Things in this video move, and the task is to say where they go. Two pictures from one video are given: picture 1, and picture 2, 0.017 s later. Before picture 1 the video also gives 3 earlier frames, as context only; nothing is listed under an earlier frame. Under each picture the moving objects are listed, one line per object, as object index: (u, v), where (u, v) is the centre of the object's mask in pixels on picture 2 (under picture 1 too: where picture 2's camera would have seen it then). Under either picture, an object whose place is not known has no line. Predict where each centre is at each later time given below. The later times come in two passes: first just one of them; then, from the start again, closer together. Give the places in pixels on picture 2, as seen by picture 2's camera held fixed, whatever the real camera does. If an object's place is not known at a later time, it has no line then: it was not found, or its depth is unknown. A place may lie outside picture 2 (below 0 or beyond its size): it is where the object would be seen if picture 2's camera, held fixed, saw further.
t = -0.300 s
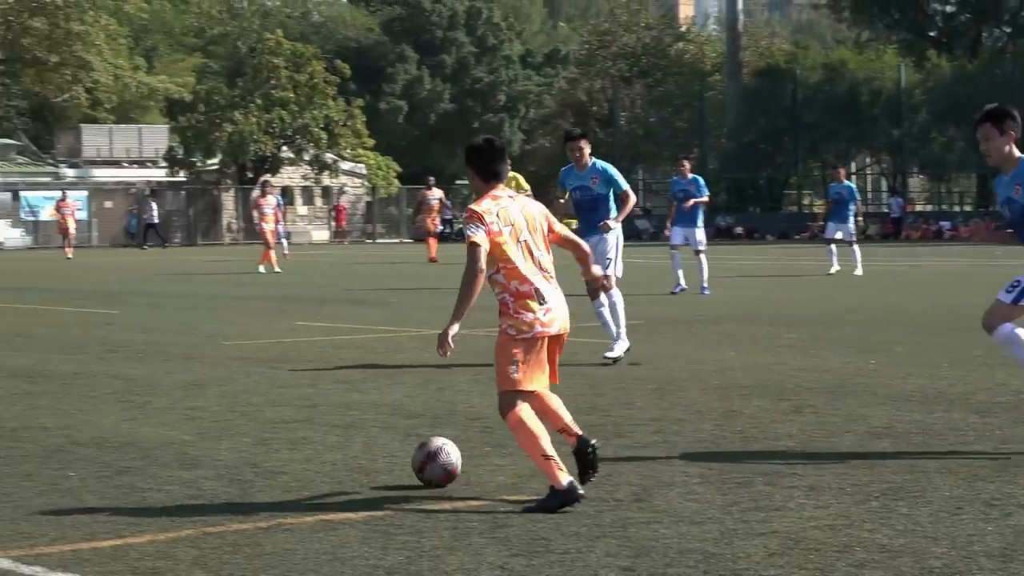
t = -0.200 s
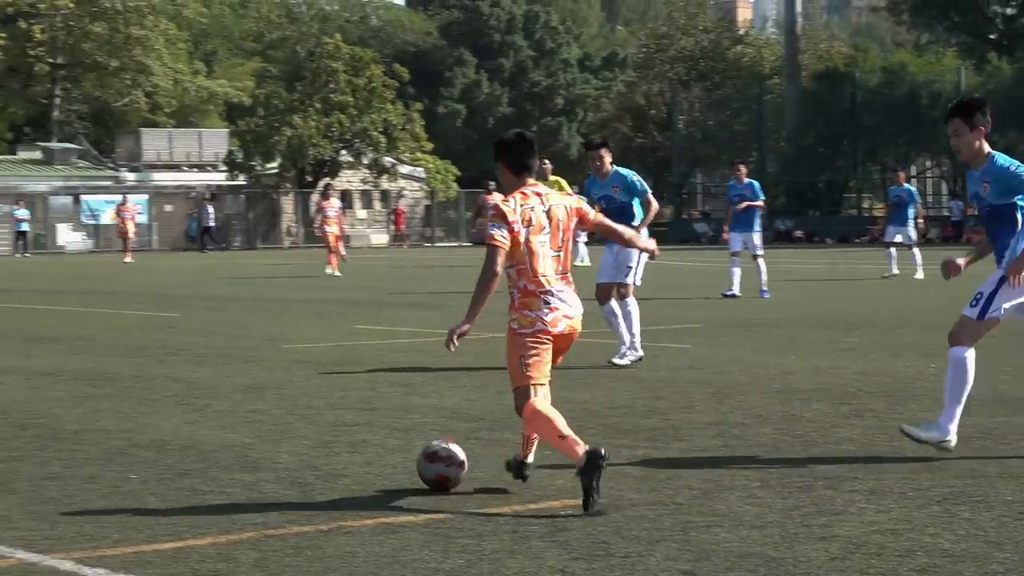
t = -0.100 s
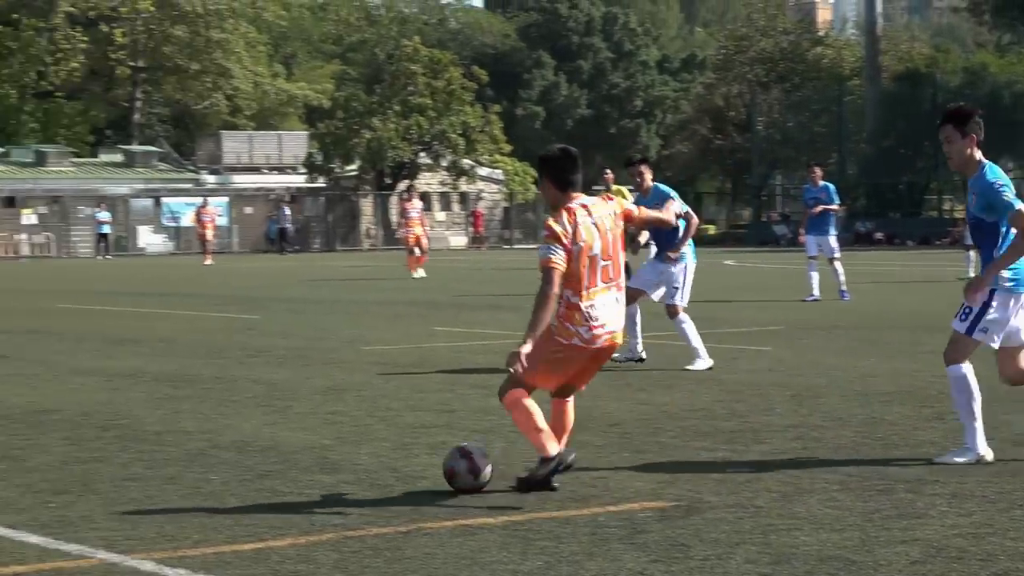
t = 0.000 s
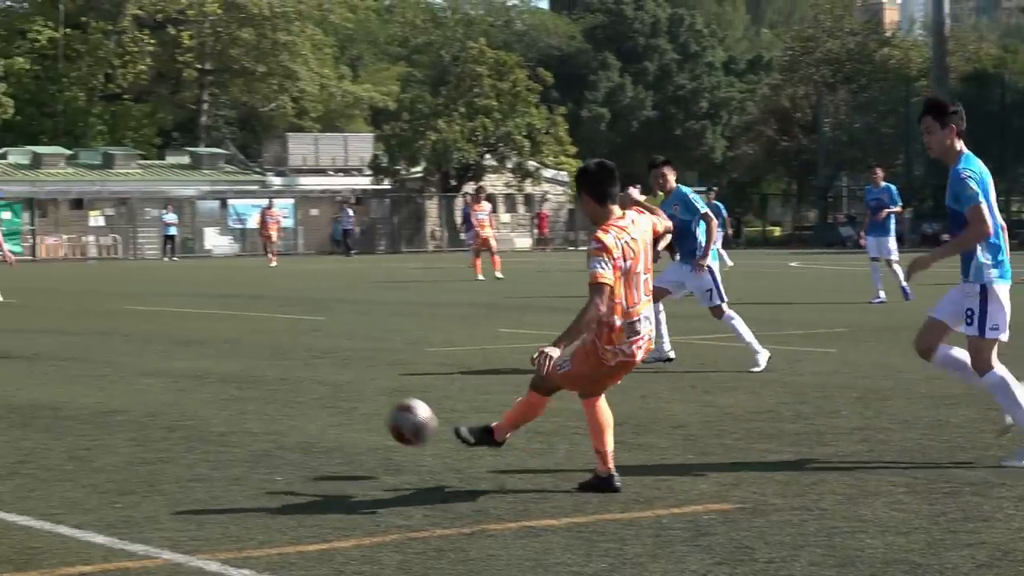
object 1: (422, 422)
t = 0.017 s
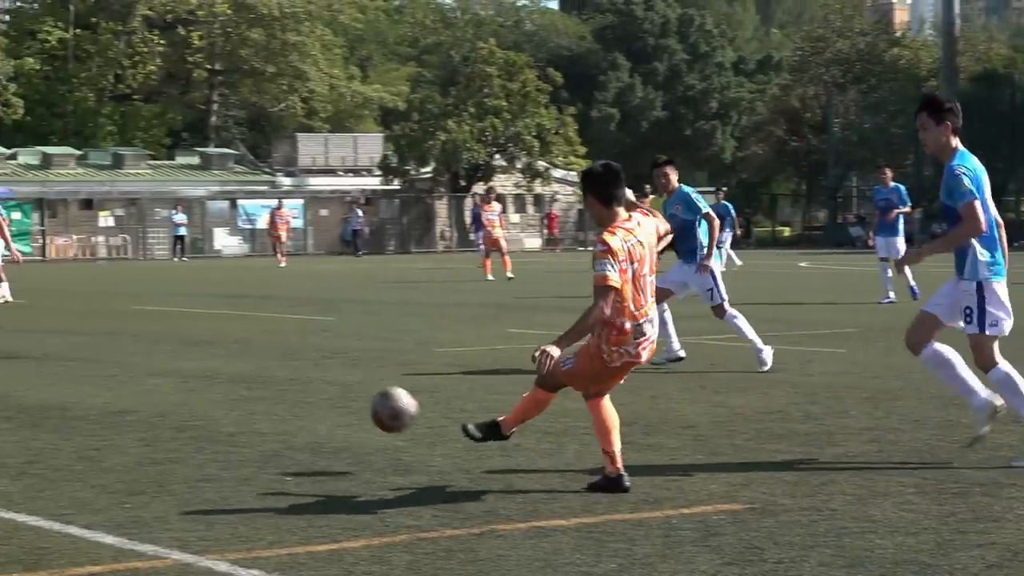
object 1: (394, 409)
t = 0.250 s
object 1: (110, 329)
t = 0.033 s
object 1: (367, 399)
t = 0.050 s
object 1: (342, 390)
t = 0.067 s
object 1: (318, 381)
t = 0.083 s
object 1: (294, 374)
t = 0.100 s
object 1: (272, 366)
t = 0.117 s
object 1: (251, 360)
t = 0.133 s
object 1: (231, 355)
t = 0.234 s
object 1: (125, 332)
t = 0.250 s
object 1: (110, 329)
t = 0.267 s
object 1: (96, 328)
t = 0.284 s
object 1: (81, 326)
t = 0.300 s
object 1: (68, 327)
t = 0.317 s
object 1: (55, 327)
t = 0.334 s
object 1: (42, 328)
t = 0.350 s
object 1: (29, 329)
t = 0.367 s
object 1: (17, 331)
